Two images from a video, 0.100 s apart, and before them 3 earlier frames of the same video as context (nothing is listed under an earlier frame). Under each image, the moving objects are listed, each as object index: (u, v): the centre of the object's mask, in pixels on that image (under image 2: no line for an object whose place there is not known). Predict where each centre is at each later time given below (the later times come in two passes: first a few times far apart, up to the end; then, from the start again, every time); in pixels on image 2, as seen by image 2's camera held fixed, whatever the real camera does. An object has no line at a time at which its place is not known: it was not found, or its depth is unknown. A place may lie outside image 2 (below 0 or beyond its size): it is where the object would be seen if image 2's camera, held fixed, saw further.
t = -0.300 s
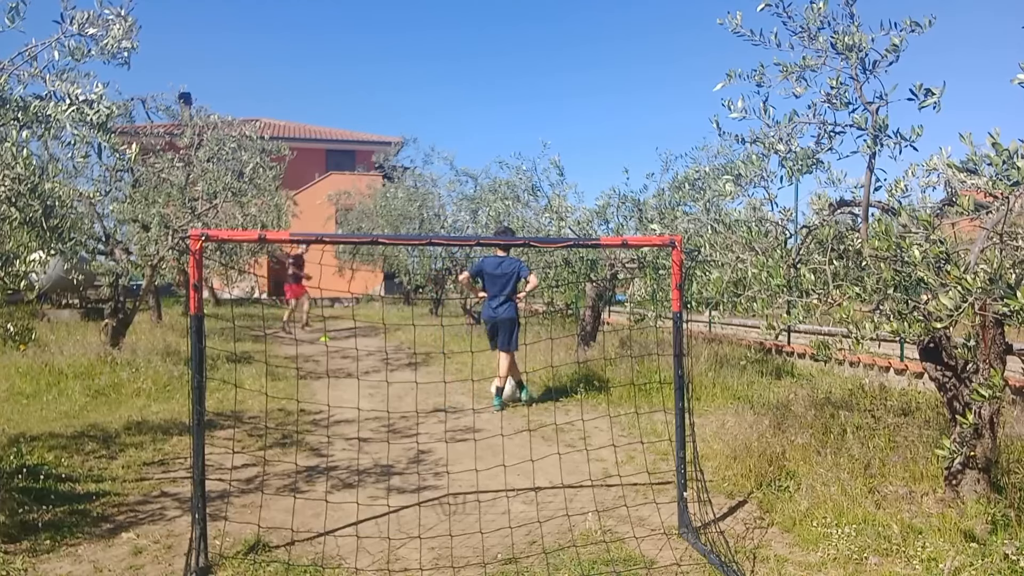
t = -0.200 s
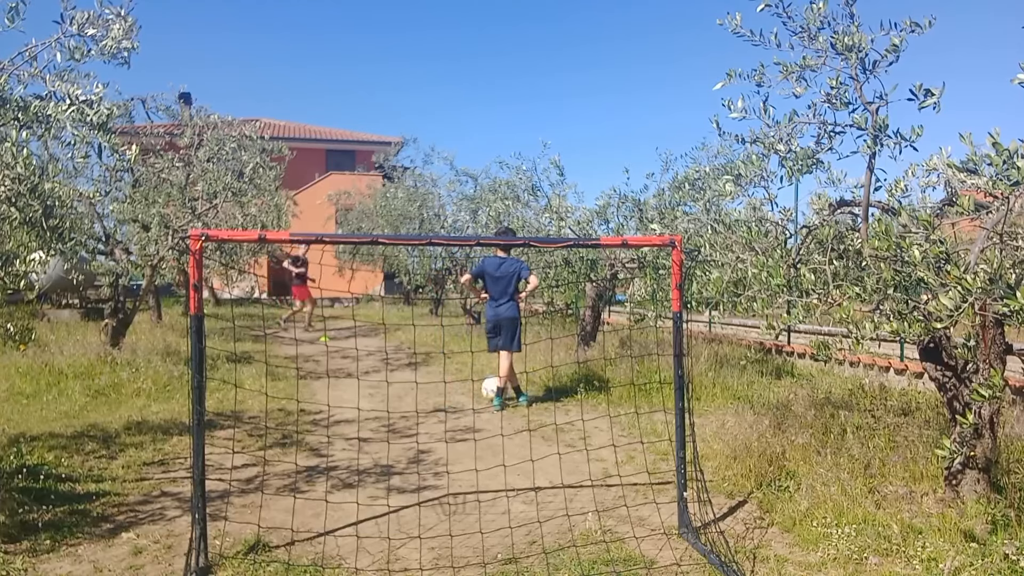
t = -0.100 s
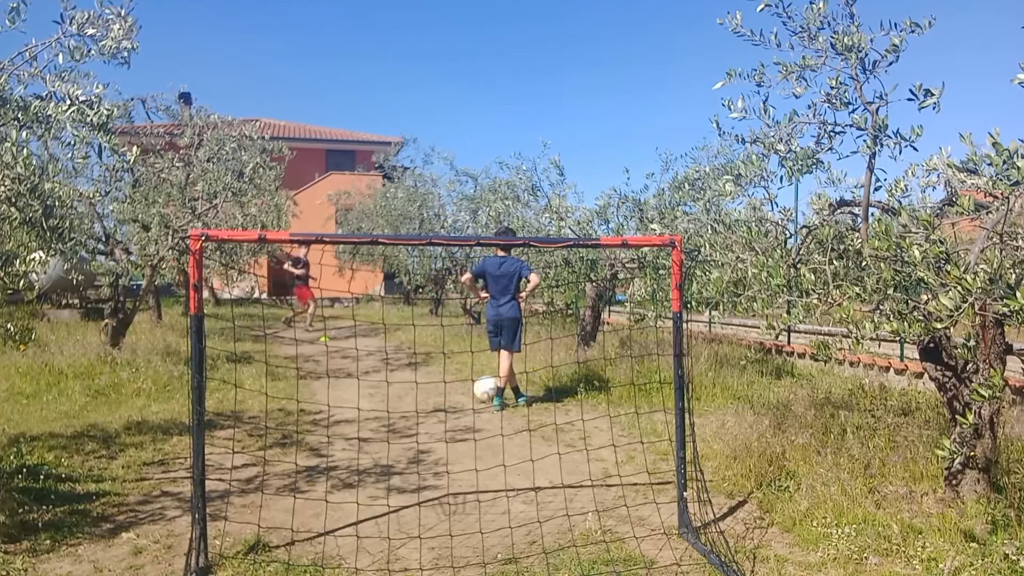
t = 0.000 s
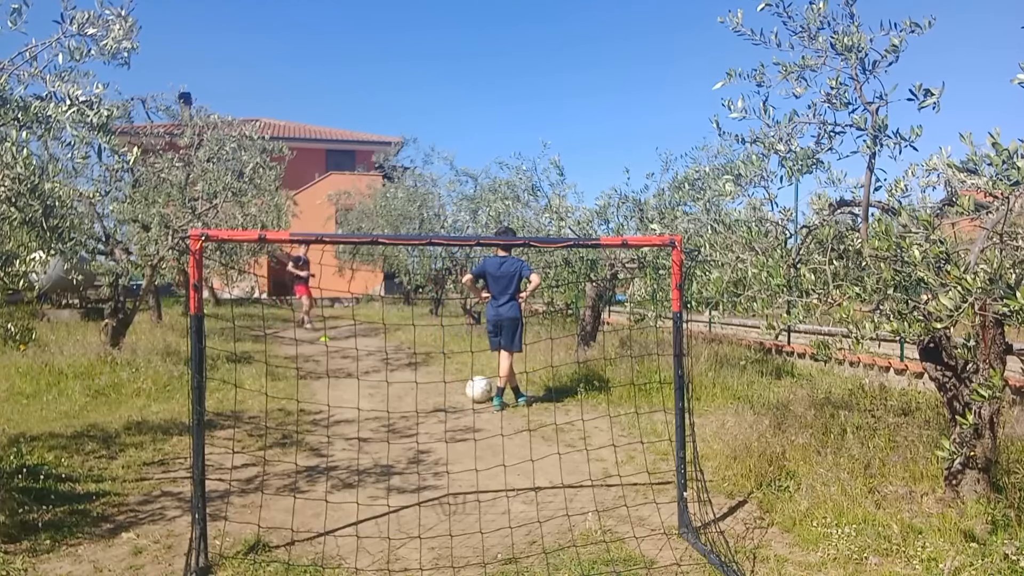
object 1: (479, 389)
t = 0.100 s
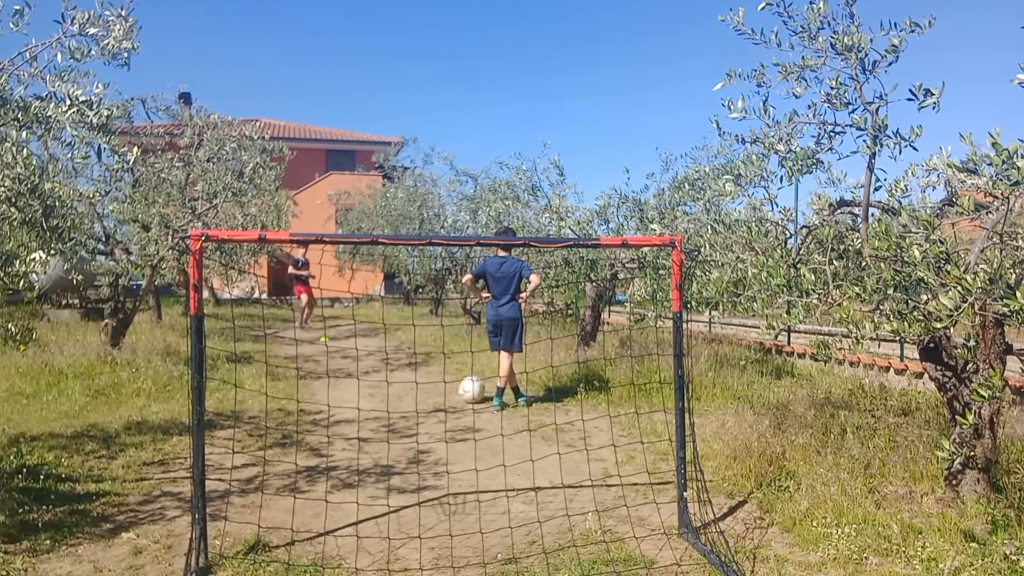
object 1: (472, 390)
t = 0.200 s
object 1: (464, 390)
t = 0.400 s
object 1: (450, 390)
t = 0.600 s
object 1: (436, 390)
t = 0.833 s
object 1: (423, 390)
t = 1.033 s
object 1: (413, 391)
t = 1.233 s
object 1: (405, 391)
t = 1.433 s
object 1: (396, 391)
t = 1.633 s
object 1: (388, 391)
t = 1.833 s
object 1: (381, 390)
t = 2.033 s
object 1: (377, 390)
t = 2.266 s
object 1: (374, 390)
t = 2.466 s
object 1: (373, 389)
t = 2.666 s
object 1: (375, 389)
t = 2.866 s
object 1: (375, 389)
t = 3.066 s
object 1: (375, 389)
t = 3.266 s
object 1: (375, 389)
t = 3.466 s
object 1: (375, 389)
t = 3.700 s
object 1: (375, 389)
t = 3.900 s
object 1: (375, 389)
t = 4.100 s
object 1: (375, 389)
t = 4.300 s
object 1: (375, 389)
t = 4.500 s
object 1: (375, 388)
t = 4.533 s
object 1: (375, 388)
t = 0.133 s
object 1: (469, 390)
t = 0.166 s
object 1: (466, 390)
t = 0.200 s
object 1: (464, 390)
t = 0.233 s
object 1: (462, 390)
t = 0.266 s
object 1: (460, 390)
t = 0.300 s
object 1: (457, 390)
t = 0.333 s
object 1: (454, 390)
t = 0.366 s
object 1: (452, 390)
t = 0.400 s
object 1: (450, 390)
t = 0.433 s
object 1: (447, 390)
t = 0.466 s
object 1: (444, 390)
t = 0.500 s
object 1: (442, 390)
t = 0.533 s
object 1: (440, 390)
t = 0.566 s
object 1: (438, 390)
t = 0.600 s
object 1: (436, 390)
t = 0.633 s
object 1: (434, 390)
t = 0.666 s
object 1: (432, 390)
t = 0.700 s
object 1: (430, 390)
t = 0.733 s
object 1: (428, 390)
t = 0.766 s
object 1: (426, 390)
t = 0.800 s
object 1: (424, 390)
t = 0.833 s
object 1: (423, 390)
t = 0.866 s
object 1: (422, 390)
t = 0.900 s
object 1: (420, 390)
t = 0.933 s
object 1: (418, 390)
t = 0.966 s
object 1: (417, 391)
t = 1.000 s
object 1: (415, 390)
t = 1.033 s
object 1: (413, 391)
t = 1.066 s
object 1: (412, 391)
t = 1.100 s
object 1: (410, 391)
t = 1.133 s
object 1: (409, 391)
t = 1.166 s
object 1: (407, 391)
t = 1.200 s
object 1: (406, 391)
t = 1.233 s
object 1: (405, 391)
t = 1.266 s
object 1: (404, 391)
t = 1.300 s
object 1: (402, 391)
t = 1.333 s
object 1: (401, 391)
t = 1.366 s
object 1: (399, 391)
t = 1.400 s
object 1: (397, 391)
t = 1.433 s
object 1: (396, 391)
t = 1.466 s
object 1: (394, 391)
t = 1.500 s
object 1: (393, 391)
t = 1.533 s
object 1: (392, 391)
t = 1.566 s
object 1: (390, 391)
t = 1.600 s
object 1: (389, 391)
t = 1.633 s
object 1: (388, 391)
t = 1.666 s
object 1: (387, 391)
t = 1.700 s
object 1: (385, 391)
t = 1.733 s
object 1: (384, 390)
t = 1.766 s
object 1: (383, 390)
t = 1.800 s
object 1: (382, 390)
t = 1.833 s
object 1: (381, 390)
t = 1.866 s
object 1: (380, 390)
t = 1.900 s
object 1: (380, 390)
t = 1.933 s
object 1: (379, 390)
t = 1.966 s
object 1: (379, 390)
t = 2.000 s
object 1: (378, 390)
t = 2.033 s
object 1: (377, 390)
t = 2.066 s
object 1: (377, 390)
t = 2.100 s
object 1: (376, 390)
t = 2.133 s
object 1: (376, 390)
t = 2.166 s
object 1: (375, 390)
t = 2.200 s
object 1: (375, 390)
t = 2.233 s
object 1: (374, 390)
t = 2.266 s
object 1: (374, 390)
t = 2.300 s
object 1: (374, 390)
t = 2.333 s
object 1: (373, 390)
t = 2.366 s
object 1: (373, 389)
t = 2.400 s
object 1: (373, 389)
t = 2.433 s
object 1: (373, 389)
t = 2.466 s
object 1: (373, 389)
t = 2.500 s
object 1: (374, 389)
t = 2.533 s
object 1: (374, 389)
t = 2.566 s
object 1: (374, 389)
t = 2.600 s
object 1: (374, 389)
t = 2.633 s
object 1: (374, 389)
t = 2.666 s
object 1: (375, 389)
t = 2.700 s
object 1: (375, 389)
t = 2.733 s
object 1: (375, 389)
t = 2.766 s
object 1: (375, 389)
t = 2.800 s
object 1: (375, 389)
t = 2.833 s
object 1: (375, 389)
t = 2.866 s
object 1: (375, 389)
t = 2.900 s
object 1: (375, 389)
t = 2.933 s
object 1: (375, 389)
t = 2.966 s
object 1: (375, 389)
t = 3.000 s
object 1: (375, 389)
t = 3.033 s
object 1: (375, 389)
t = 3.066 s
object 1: (375, 389)
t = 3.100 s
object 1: (375, 389)
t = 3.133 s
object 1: (375, 389)
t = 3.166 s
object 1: (375, 389)
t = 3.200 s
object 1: (375, 389)
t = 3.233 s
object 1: (375, 389)
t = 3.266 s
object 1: (375, 389)
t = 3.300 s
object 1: (375, 389)
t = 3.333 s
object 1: (375, 389)
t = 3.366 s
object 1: (375, 389)
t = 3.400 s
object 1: (375, 389)
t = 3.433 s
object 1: (375, 389)
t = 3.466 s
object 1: (375, 389)
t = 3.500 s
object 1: (375, 389)
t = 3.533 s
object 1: (375, 389)
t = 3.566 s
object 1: (375, 389)
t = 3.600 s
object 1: (375, 389)
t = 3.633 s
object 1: (375, 389)
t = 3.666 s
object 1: (375, 389)
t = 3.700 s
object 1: (375, 389)
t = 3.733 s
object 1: (375, 389)
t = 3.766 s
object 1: (375, 389)
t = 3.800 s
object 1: (375, 389)
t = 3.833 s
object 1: (375, 389)
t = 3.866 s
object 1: (375, 389)
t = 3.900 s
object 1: (375, 389)
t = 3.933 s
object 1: (375, 389)
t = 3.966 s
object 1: (375, 389)
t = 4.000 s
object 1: (375, 389)
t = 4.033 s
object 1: (375, 389)
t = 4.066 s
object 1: (375, 389)
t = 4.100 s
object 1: (375, 389)
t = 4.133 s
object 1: (375, 389)
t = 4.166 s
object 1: (375, 389)
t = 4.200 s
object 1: (375, 389)
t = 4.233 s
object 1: (375, 389)
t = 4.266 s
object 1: (375, 389)
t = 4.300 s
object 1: (375, 389)
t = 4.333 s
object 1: (375, 389)
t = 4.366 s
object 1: (375, 389)
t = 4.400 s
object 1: (375, 389)
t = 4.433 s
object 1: (375, 388)
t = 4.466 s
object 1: (375, 389)
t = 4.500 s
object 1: (375, 388)
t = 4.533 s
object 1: (375, 388)
